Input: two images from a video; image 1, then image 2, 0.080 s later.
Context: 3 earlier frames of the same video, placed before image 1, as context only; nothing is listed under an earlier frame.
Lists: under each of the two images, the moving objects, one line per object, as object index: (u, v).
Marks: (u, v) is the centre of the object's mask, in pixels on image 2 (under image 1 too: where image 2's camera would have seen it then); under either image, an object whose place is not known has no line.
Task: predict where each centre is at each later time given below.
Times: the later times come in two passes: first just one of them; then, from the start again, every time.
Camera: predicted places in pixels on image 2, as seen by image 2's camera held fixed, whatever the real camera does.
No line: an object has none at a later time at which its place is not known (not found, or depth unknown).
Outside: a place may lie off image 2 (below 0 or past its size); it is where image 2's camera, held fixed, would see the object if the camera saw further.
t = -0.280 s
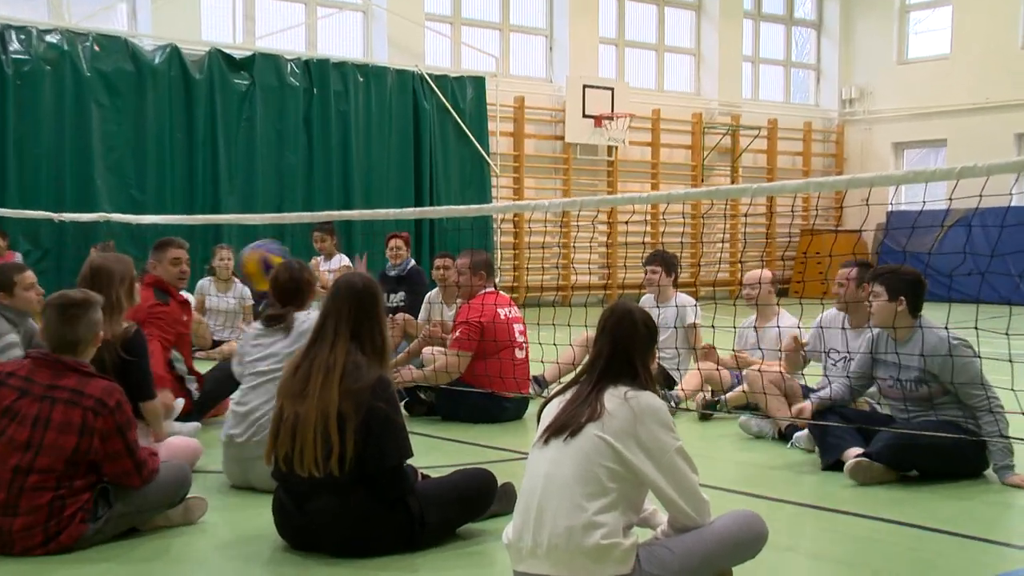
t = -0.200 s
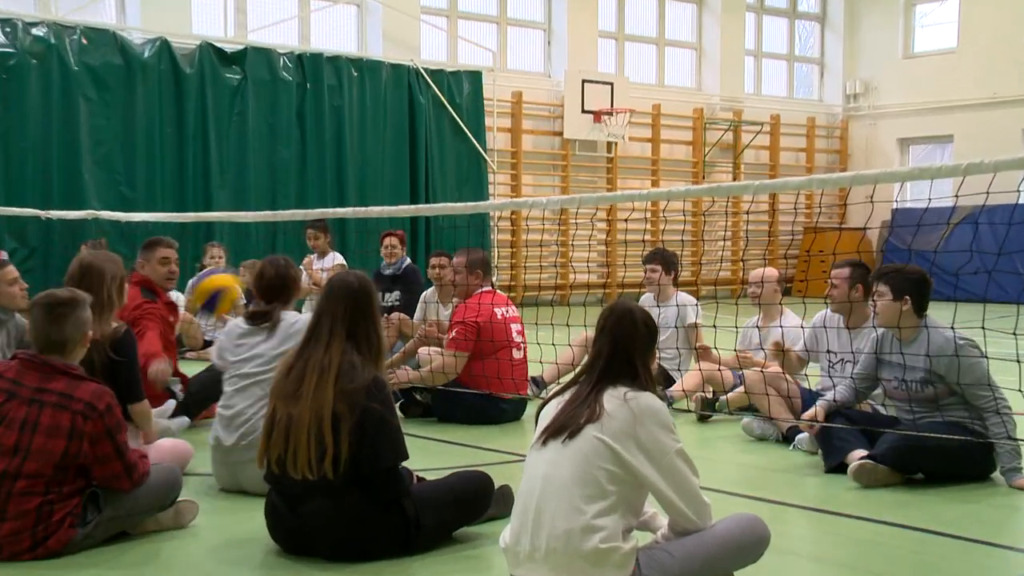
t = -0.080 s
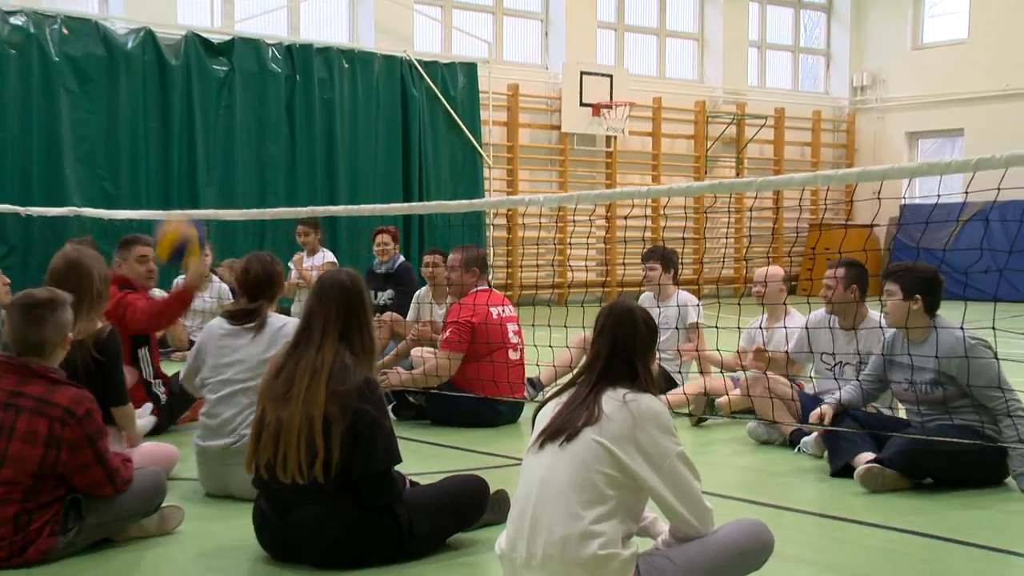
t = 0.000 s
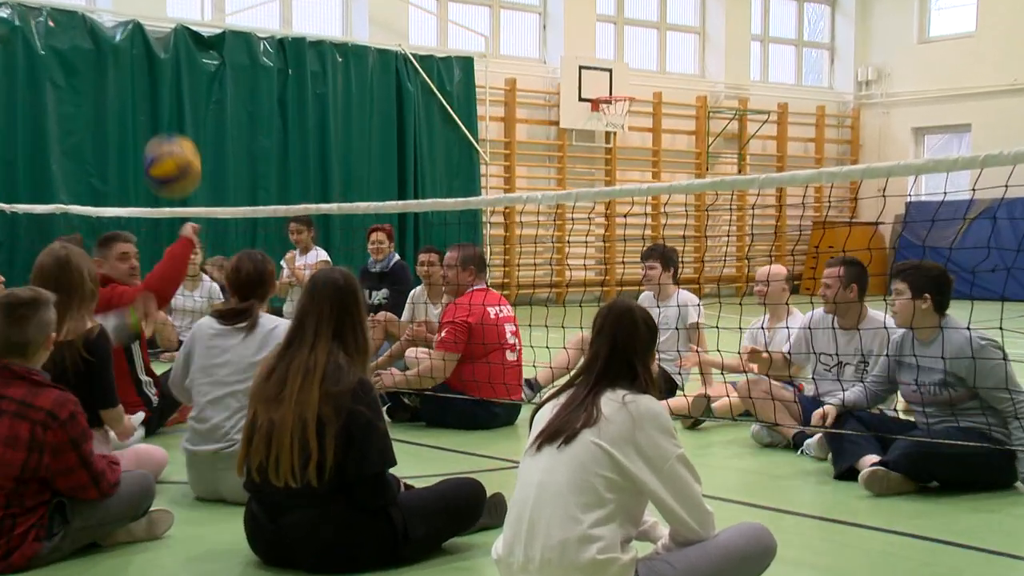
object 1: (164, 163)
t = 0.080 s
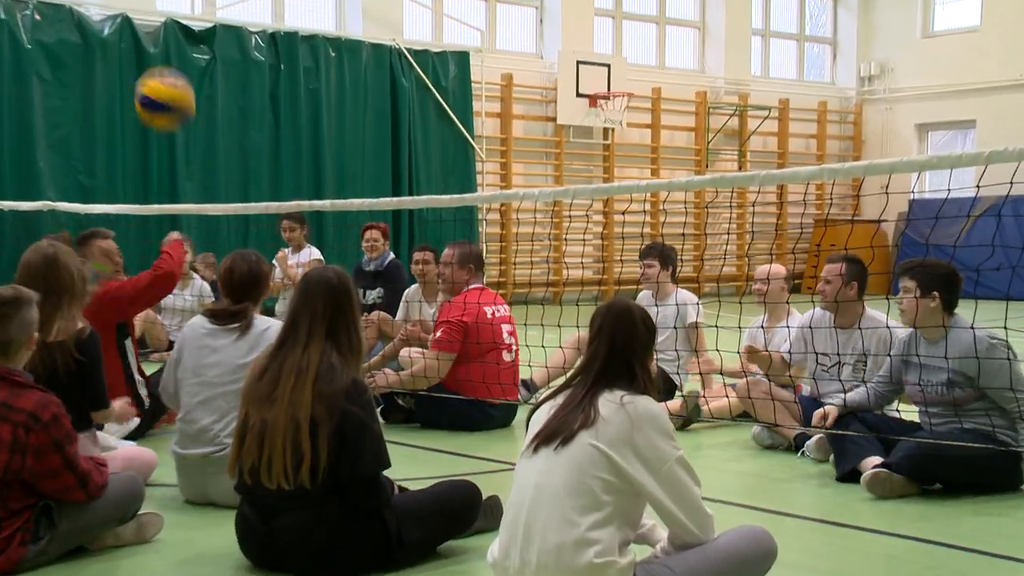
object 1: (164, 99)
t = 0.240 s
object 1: (163, 22)
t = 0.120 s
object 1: (163, 72)
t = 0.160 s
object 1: (164, 49)
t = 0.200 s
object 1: (163, 32)
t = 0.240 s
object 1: (163, 22)
